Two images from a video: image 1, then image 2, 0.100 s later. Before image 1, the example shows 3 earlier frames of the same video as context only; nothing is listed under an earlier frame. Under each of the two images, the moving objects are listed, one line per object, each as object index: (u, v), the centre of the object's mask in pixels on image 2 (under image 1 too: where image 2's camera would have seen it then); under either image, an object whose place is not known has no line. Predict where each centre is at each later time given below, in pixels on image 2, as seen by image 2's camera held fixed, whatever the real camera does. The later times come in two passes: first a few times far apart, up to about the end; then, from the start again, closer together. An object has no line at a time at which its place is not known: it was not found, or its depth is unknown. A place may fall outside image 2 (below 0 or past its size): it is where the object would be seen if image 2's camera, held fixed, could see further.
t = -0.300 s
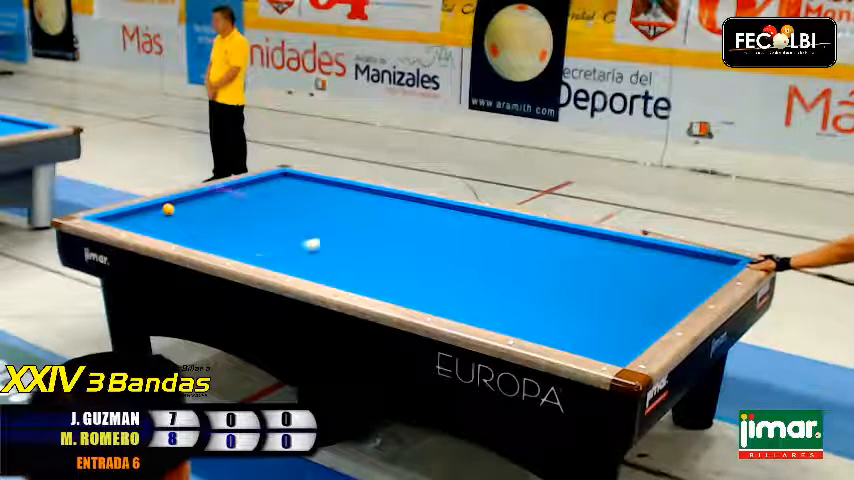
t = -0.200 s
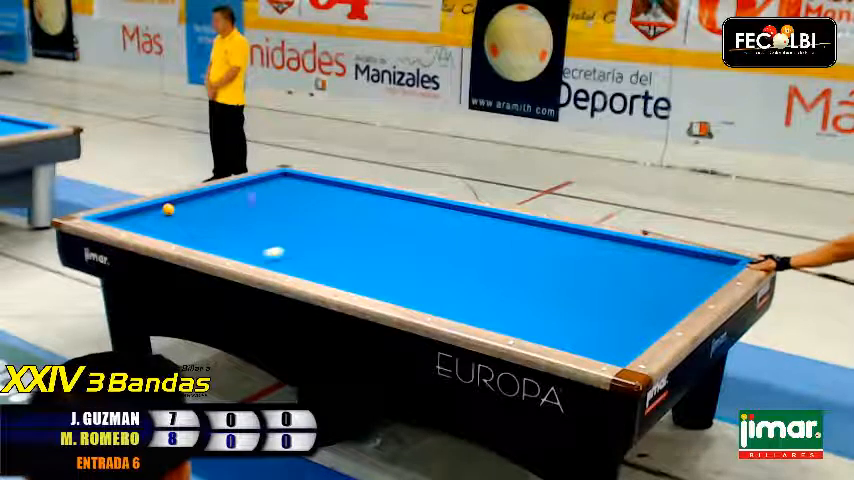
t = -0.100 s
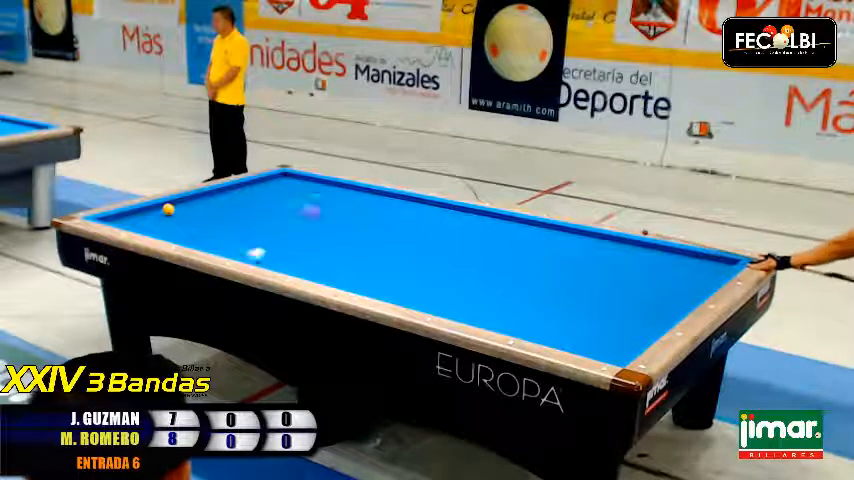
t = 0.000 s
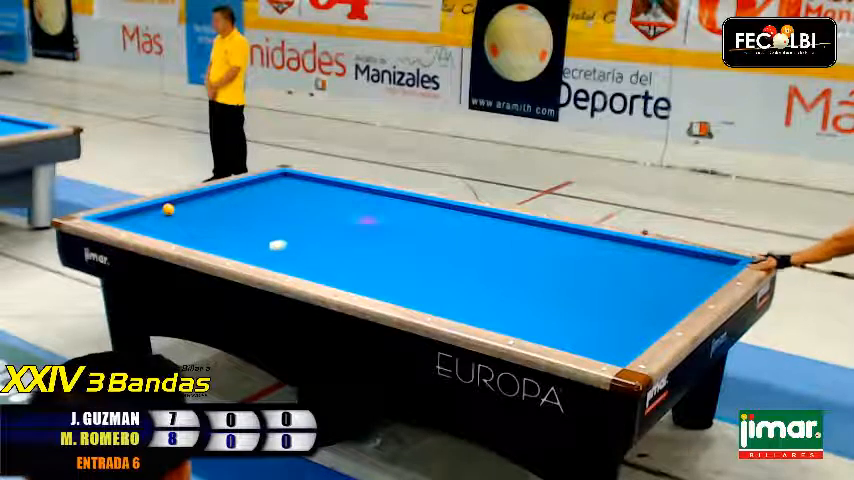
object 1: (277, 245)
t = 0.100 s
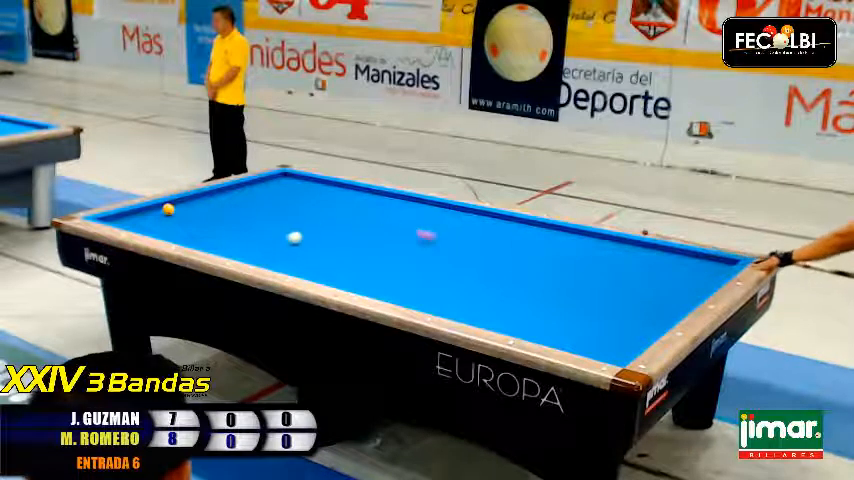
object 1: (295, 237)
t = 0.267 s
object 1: (313, 225)
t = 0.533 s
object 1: (327, 210)
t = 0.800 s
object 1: (339, 196)
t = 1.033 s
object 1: (346, 187)
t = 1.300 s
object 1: (311, 188)
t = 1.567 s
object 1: (281, 190)
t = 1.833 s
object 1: (249, 193)
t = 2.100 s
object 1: (222, 192)
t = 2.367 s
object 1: (209, 193)
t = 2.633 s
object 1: (207, 196)
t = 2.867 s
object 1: (205, 199)
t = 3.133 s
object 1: (204, 201)
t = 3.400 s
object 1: (202, 204)
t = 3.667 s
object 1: (200, 208)
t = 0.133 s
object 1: (299, 235)
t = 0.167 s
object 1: (303, 233)
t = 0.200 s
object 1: (306, 230)
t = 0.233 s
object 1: (310, 228)
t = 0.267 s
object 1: (313, 225)
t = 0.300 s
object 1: (315, 223)
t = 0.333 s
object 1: (317, 222)
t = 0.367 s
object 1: (319, 220)
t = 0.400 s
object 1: (321, 218)
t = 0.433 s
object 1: (322, 216)
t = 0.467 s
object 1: (324, 213)
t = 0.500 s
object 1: (326, 212)
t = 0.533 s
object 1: (327, 210)
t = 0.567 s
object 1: (329, 208)
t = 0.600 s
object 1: (330, 206)
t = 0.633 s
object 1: (332, 204)
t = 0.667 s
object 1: (333, 202)
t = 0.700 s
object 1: (335, 201)
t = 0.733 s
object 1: (336, 199)
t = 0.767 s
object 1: (338, 198)
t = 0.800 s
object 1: (339, 196)
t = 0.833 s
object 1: (340, 194)
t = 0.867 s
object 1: (342, 193)
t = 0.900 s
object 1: (343, 190)
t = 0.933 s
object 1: (344, 188)
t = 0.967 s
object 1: (345, 188)
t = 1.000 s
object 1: (347, 187)
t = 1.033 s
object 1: (346, 187)
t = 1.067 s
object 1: (341, 187)
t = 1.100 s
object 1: (336, 187)
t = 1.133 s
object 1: (332, 186)
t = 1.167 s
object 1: (328, 187)
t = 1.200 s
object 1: (325, 187)
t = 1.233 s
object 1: (321, 188)
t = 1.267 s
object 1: (317, 188)
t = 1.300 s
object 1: (311, 188)
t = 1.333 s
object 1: (309, 188)
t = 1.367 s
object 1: (305, 188)
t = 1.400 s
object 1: (301, 189)
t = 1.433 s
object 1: (296, 189)
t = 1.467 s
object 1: (293, 190)
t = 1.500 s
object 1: (289, 190)
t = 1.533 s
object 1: (284, 190)
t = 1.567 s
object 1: (281, 190)
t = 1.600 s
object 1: (276, 191)
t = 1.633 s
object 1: (272, 191)
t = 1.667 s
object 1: (269, 192)
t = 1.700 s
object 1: (265, 192)
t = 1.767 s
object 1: (258, 192)
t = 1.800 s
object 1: (252, 193)
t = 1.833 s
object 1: (249, 193)
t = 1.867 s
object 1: (245, 193)
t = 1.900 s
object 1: (239, 193)
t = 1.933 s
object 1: (232, 192)
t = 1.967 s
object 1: (225, 191)
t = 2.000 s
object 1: (218, 190)
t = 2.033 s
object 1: (219, 190)
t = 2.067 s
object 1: (222, 192)
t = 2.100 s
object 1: (222, 192)
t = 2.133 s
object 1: (219, 193)
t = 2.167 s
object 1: (217, 192)
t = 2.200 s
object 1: (214, 192)
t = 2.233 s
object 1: (212, 192)
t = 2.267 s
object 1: (210, 192)
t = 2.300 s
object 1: (210, 192)
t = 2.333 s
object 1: (209, 193)
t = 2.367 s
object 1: (209, 193)
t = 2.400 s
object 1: (209, 193)
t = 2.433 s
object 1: (208, 193)
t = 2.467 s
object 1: (208, 193)
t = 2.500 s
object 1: (208, 194)
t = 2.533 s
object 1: (208, 194)
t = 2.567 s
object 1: (208, 195)
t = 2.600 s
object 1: (207, 196)
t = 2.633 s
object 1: (207, 196)
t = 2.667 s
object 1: (207, 197)
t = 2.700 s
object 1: (206, 197)
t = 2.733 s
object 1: (206, 197)
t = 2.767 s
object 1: (206, 198)
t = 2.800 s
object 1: (206, 198)
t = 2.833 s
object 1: (206, 198)
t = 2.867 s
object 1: (205, 199)
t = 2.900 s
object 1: (205, 199)
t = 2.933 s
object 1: (205, 200)
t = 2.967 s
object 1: (204, 200)
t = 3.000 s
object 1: (204, 200)
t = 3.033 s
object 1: (204, 201)
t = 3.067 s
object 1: (204, 201)
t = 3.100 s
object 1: (204, 201)
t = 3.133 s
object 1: (204, 201)
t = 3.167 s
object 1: (203, 202)
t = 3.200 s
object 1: (203, 202)
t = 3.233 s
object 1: (203, 203)
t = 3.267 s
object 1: (203, 203)
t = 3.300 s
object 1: (202, 203)
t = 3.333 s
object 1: (202, 204)
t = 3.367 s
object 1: (202, 204)
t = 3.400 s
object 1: (202, 204)
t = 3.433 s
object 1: (202, 204)
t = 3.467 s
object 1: (201, 205)
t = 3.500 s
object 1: (201, 205)
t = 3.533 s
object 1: (200, 207)
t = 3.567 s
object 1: (201, 207)
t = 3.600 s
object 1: (201, 207)
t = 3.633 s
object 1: (200, 208)
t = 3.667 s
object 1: (200, 208)
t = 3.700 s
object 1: (200, 208)
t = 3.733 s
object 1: (200, 208)
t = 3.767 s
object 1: (200, 208)
